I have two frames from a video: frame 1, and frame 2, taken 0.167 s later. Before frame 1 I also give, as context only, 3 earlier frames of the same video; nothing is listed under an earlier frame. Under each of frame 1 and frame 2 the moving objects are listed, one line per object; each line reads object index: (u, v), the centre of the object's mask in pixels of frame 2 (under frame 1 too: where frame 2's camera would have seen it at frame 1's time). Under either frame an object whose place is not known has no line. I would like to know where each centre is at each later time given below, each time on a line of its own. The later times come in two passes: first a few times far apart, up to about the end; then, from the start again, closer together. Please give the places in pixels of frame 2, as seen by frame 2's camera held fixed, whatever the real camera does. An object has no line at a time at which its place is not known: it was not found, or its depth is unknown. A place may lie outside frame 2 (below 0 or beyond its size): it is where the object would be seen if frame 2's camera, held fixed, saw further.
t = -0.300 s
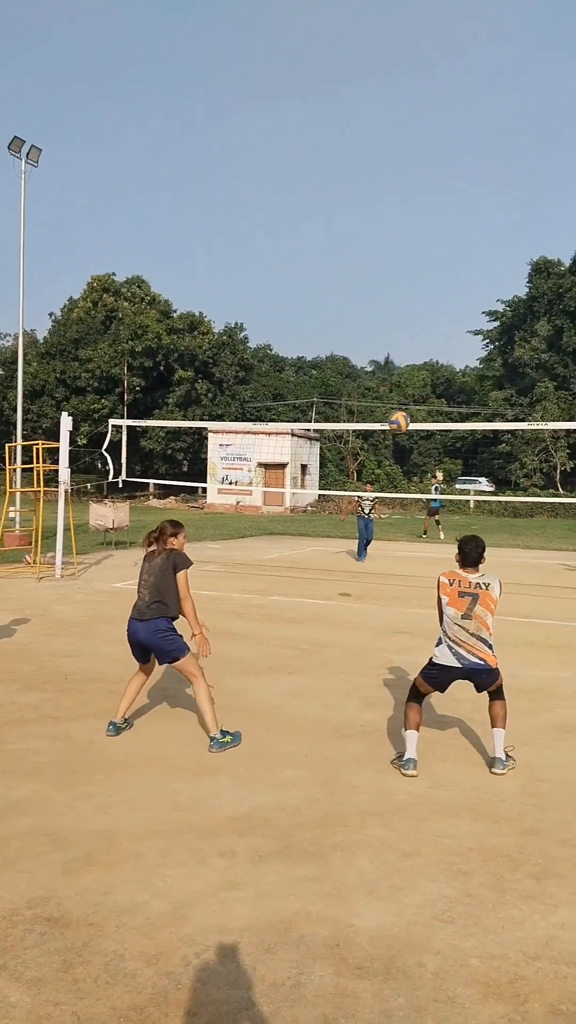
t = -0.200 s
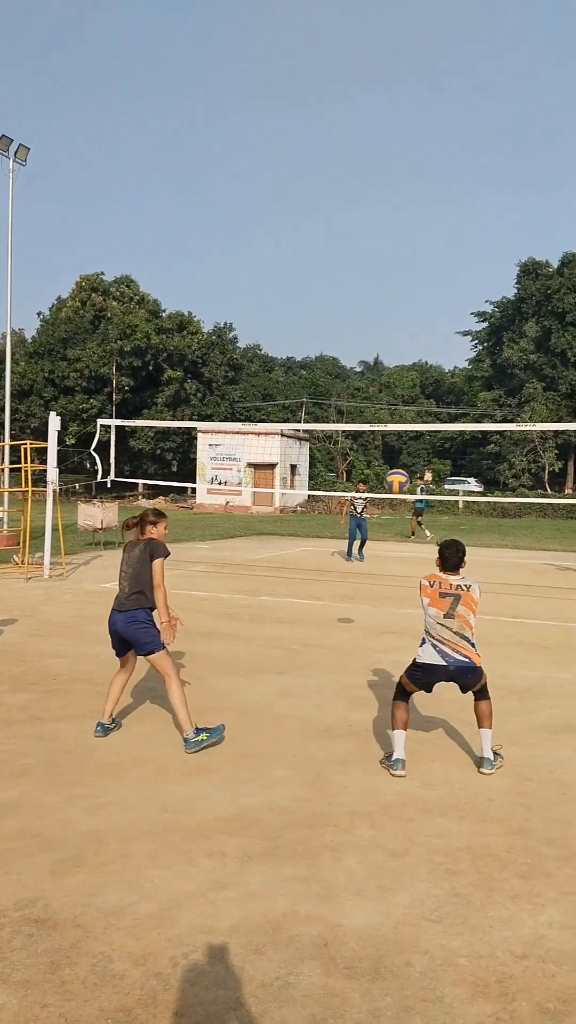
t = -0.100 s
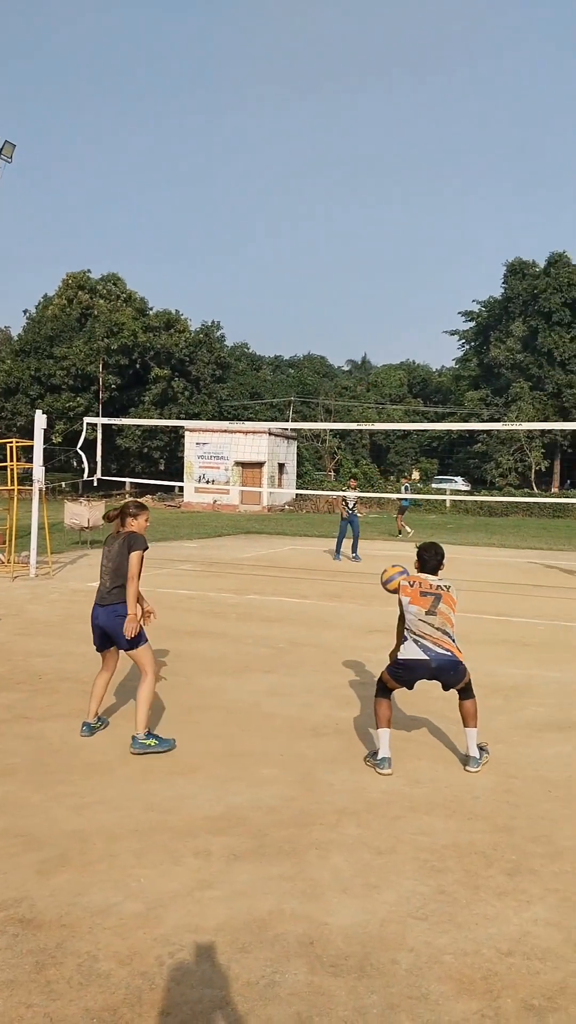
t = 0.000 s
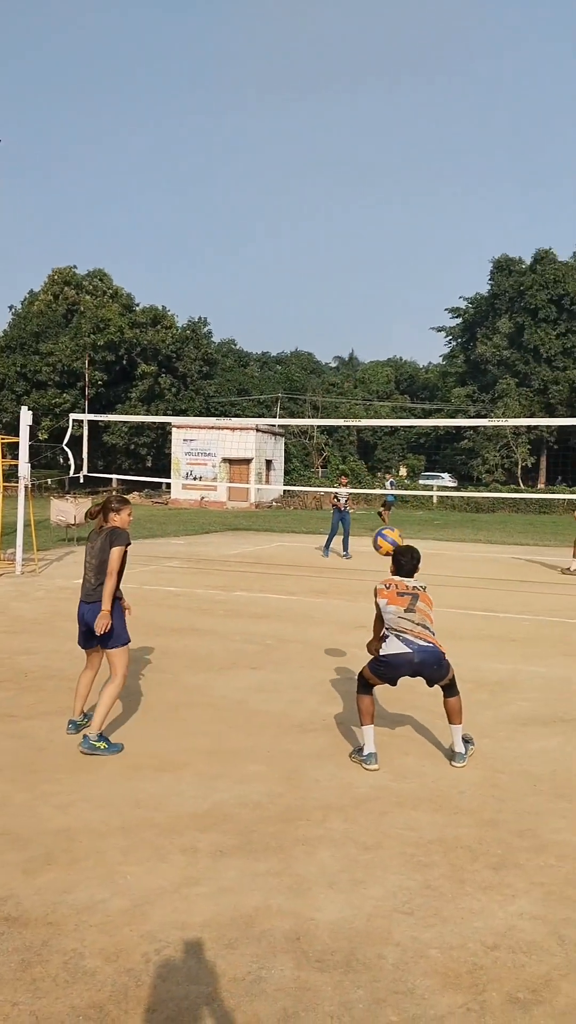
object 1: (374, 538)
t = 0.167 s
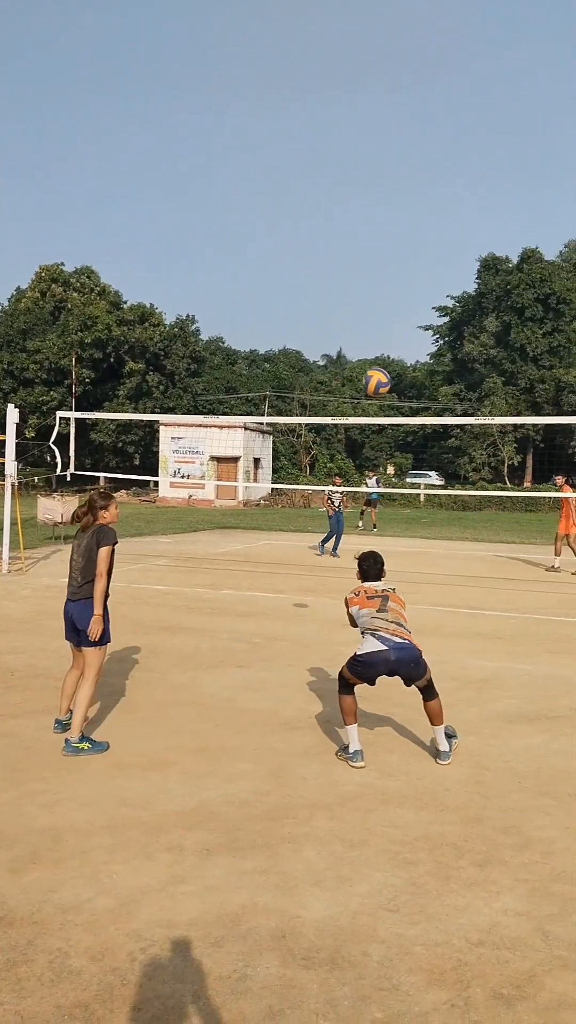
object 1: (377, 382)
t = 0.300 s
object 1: (378, 300)
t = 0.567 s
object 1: (379, 218)
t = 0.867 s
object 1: (379, 225)
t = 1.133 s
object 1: (377, 288)
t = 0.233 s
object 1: (377, 347)
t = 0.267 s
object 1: (378, 317)
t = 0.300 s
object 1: (378, 300)
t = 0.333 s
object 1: (378, 292)
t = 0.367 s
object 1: (378, 276)
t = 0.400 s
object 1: (378, 263)
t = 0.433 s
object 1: (379, 246)
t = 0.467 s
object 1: (379, 242)
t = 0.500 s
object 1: (379, 233)
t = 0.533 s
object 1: (379, 226)
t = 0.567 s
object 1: (379, 218)
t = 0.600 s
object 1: (379, 216)
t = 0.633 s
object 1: (379, 212)
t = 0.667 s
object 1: (379, 211)
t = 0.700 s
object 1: (379, 211)
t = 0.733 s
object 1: (379, 211)
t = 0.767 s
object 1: (379, 212)
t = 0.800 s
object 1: (379, 214)
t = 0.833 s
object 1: (379, 218)
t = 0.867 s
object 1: (379, 225)
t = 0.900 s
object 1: (379, 231)
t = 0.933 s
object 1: (379, 235)
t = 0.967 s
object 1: (378, 245)
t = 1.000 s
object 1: (378, 253)
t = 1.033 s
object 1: (378, 258)
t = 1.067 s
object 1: (378, 268)
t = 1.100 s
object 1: (377, 283)
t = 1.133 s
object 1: (377, 288)
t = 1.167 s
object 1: (377, 306)
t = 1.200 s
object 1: (376, 318)
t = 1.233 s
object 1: (376, 324)
